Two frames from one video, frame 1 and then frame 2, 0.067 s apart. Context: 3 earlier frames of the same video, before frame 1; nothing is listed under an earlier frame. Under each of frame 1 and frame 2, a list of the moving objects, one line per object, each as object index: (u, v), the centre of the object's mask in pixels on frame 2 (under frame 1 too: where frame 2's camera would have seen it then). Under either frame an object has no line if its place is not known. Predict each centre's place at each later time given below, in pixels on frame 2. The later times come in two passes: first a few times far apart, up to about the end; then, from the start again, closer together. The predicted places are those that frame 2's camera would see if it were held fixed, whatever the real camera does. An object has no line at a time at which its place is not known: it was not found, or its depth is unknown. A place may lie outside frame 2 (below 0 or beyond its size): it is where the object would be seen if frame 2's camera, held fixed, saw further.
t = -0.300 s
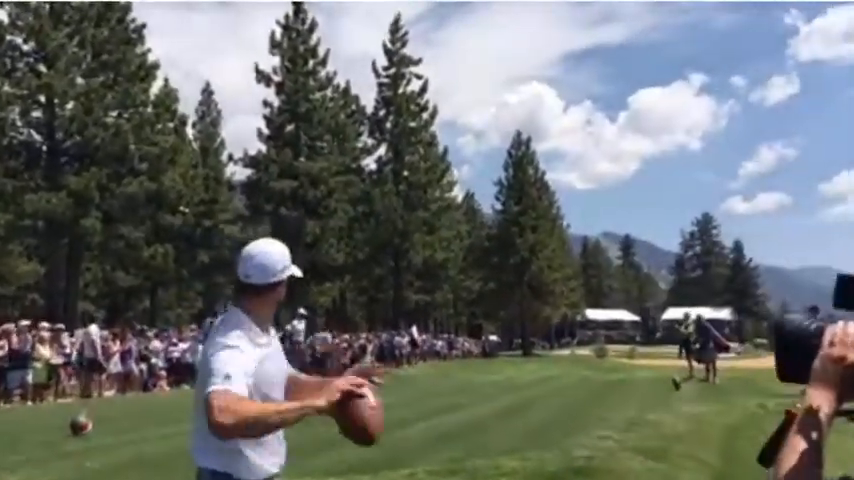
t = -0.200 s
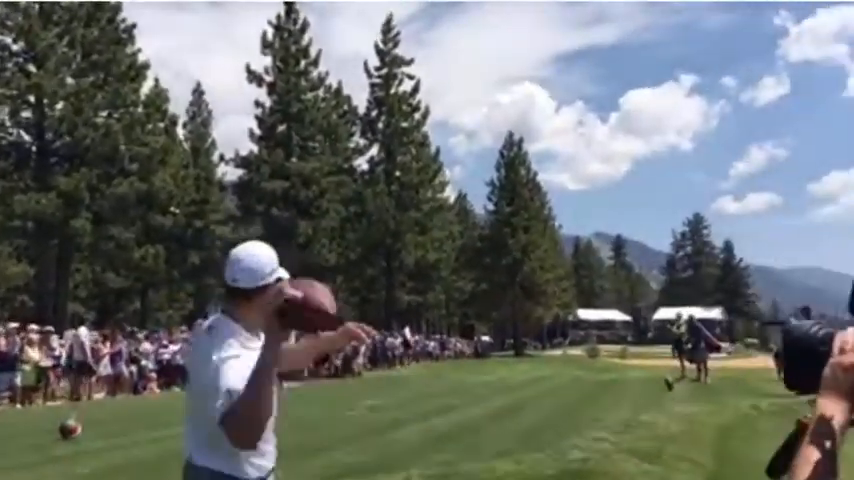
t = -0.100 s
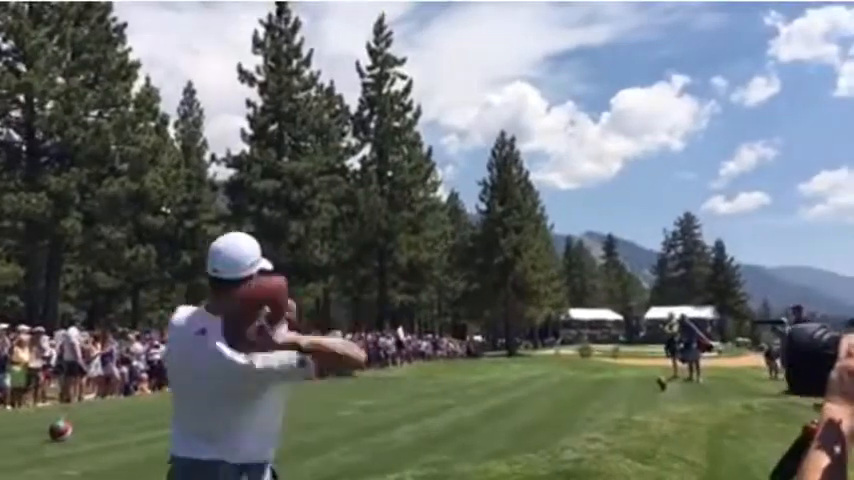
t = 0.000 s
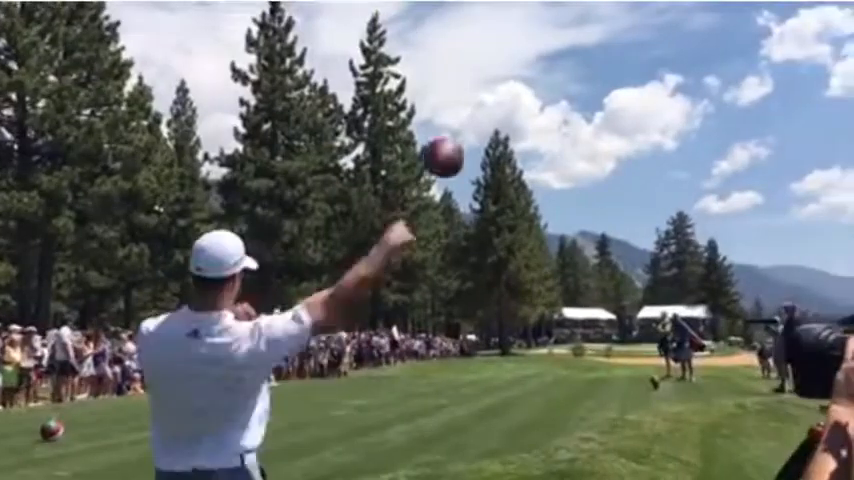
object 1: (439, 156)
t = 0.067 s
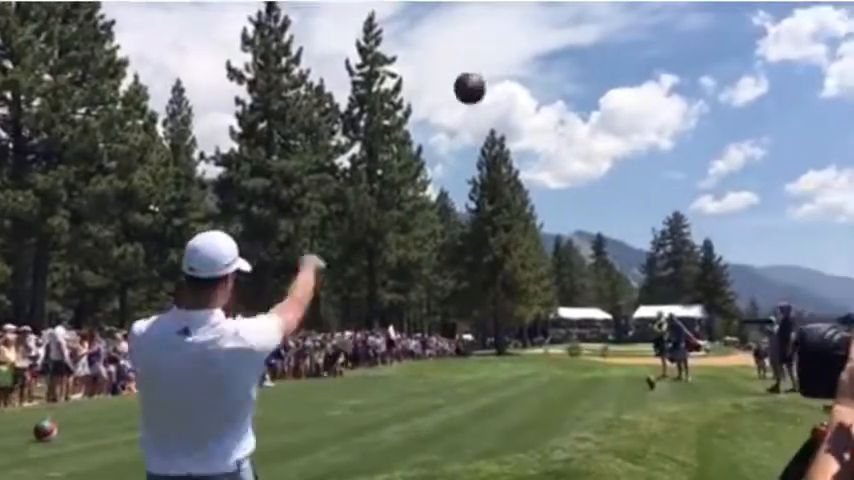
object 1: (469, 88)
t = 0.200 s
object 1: (501, 35)
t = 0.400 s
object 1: (523, 29)
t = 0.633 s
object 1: (534, 59)
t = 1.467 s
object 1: (549, 228)
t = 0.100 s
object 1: (481, 68)
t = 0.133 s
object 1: (489, 53)
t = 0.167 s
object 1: (495, 42)
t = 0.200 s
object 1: (501, 35)
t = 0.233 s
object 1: (506, 30)
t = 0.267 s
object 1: (510, 27)
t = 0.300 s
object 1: (514, 26)
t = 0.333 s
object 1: (517, 26)
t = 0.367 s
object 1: (520, 27)
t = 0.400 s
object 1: (523, 29)
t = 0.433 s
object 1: (525, 32)
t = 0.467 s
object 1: (528, 35)
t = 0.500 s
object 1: (529, 39)
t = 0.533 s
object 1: (531, 44)
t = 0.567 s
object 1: (532, 48)
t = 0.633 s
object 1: (534, 59)
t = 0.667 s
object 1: (535, 65)
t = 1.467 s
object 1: (549, 228)
